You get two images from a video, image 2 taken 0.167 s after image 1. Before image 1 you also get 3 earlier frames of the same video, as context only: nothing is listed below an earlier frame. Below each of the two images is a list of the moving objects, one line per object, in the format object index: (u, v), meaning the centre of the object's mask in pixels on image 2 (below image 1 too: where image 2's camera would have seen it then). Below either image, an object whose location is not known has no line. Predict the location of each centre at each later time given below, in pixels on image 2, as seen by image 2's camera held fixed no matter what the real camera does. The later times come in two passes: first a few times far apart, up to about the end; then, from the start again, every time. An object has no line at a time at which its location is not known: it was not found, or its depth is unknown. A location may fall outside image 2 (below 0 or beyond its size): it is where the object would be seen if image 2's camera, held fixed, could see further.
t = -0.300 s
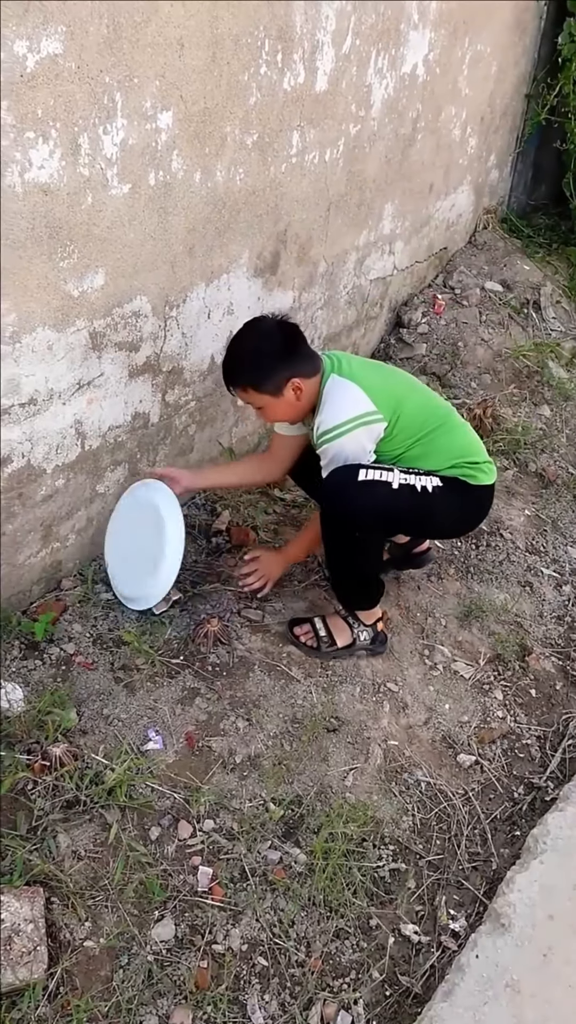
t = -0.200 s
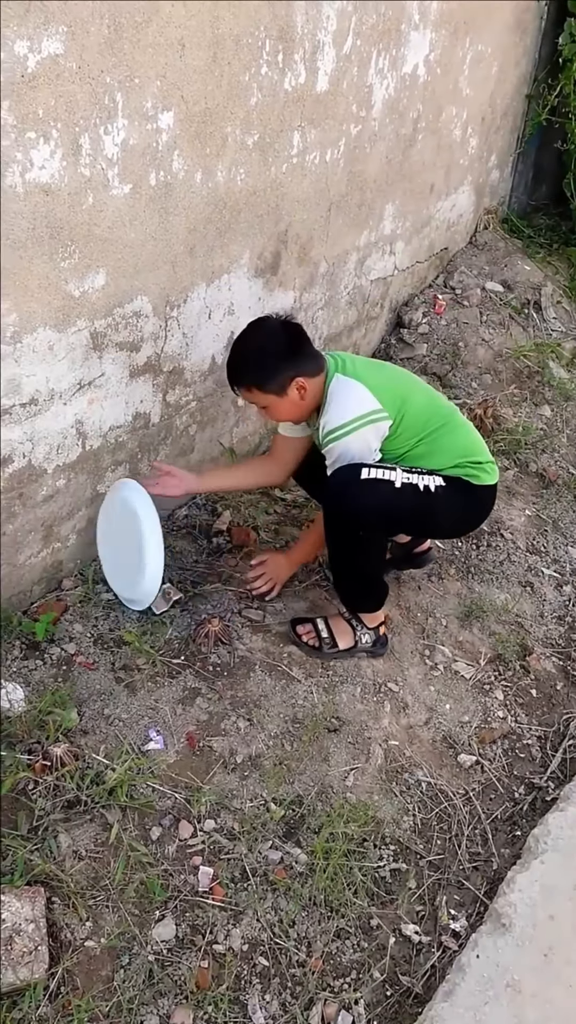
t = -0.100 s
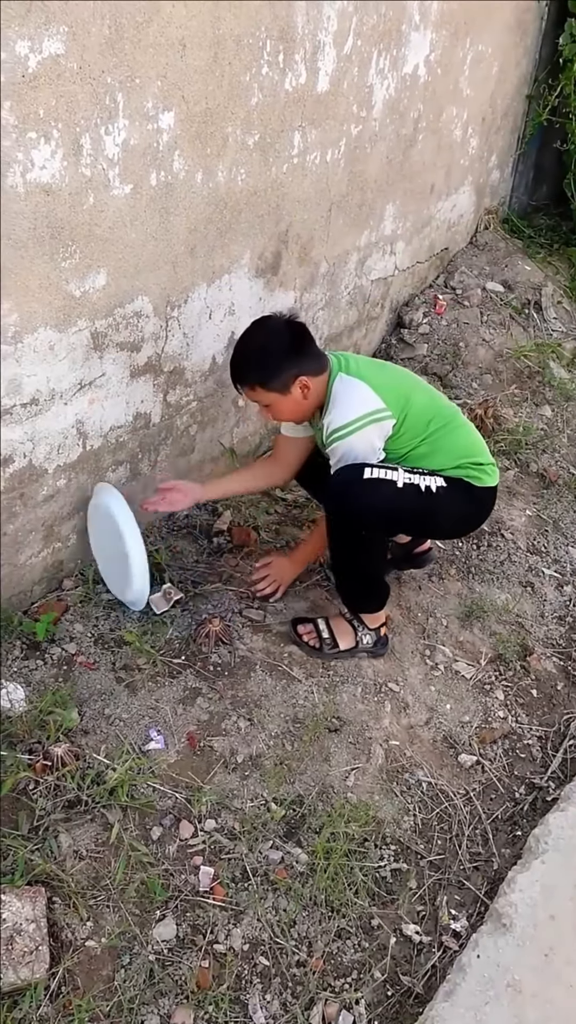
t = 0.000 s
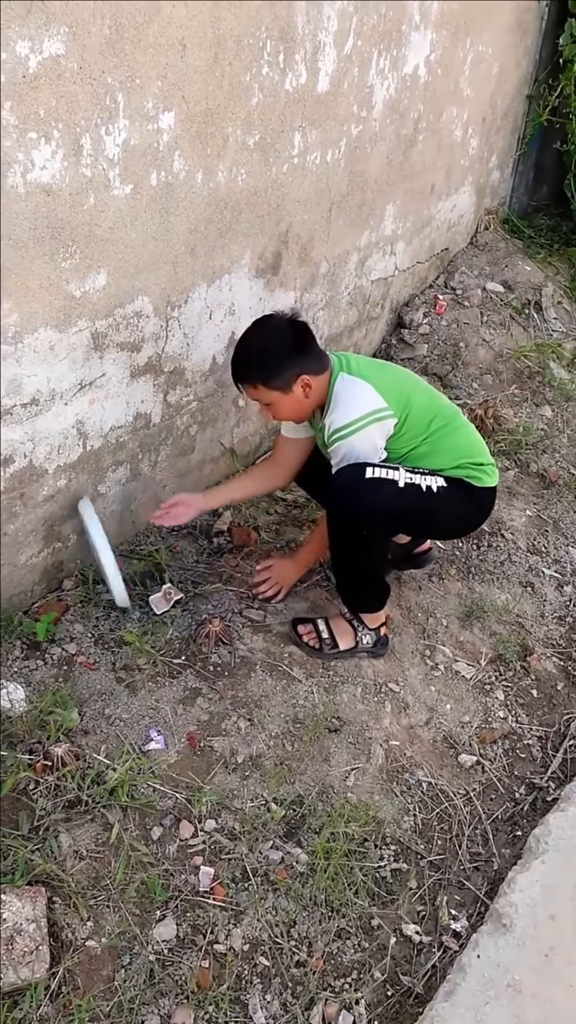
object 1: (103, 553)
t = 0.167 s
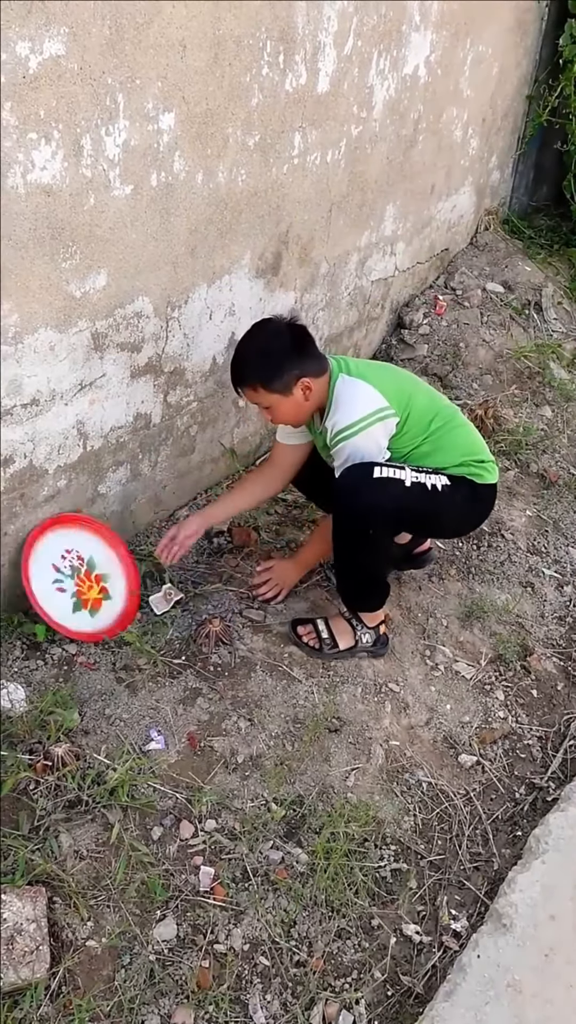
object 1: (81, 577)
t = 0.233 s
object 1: (84, 579)
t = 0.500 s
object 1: (108, 599)
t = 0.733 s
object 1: (108, 603)
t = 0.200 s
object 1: (82, 579)
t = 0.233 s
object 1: (84, 579)
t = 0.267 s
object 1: (89, 580)
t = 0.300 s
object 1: (96, 583)
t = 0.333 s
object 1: (99, 585)
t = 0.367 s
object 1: (106, 591)
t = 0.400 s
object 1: (111, 598)
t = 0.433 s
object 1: (111, 597)
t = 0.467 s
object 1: (109, 597)
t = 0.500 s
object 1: (108, 599)
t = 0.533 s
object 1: (108, 601)
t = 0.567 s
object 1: (108, 603)
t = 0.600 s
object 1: (108, 602)
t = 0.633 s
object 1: (108, 602)
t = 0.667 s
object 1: (108, 603)
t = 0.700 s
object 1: (108, 603)
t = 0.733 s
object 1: (108, 603)
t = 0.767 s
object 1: (108, 603)
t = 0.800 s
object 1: (108, 603)
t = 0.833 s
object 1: (108, 603)
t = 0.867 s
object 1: (108, 603)
